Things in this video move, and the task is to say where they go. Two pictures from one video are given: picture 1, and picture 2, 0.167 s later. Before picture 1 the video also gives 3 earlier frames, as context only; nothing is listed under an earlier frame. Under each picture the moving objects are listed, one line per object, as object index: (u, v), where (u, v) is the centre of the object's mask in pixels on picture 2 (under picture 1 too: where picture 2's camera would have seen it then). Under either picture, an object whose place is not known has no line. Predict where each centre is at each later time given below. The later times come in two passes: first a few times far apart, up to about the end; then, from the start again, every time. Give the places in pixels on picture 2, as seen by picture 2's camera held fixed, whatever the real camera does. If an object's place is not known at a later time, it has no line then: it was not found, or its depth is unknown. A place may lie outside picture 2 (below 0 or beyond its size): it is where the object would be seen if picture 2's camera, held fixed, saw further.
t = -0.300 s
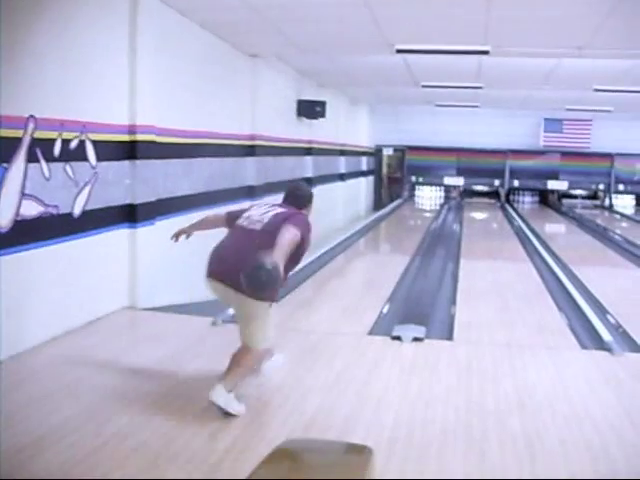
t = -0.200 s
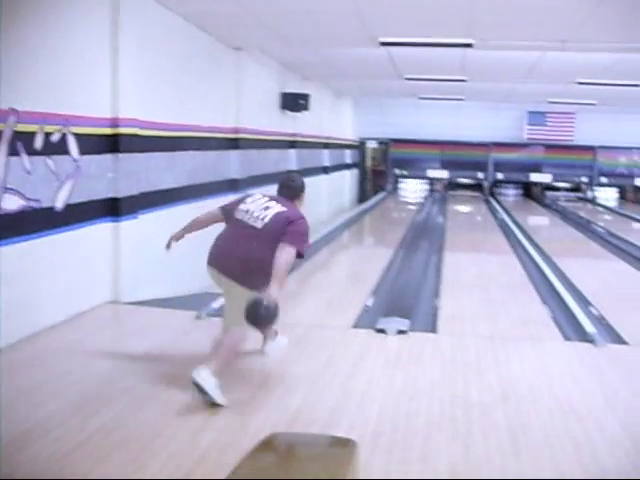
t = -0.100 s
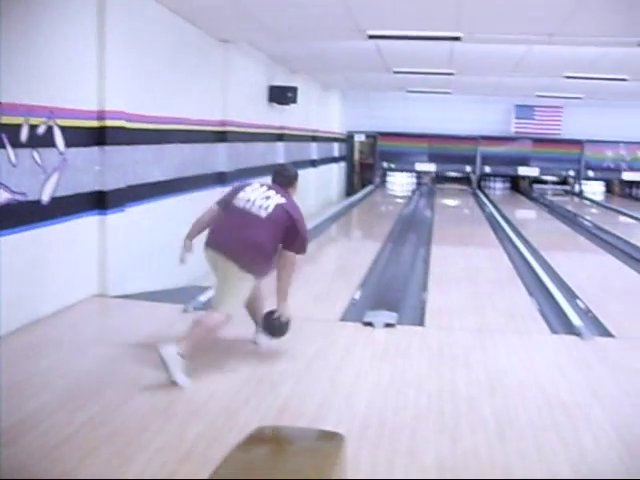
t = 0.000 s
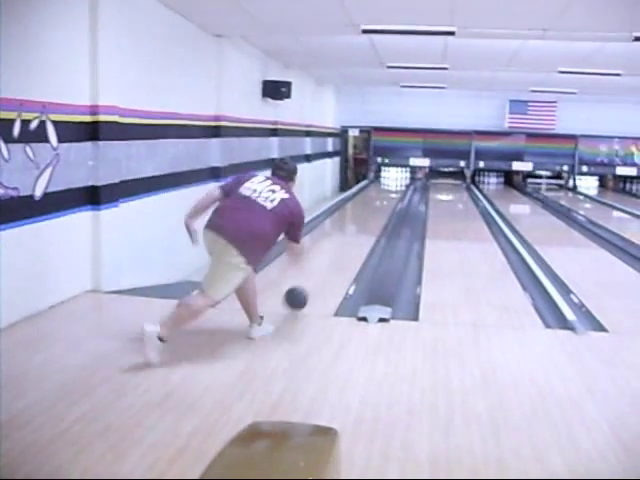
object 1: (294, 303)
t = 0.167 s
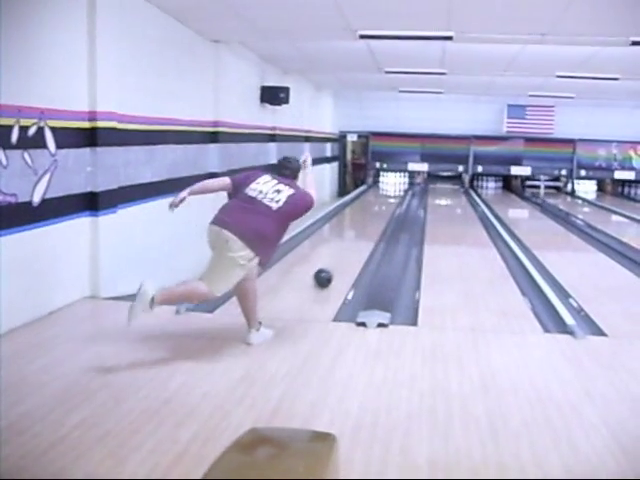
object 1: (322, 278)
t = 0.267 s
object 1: (335, 263)
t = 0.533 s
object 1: (356, 236)
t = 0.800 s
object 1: (368, 220)
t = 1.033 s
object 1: (375, 209)
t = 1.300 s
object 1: (381, 200)
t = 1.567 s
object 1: (384, 194)
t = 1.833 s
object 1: (388, 189)
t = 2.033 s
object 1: (388, 187)
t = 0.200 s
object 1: (327, 273)
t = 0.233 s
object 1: (331, 268)
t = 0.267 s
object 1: (335, 263)
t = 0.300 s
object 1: (338, 259)
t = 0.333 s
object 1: (341, 255)
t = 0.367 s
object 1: (344, 251)
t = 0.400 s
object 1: (347, 248)
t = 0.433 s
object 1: (349, 245)
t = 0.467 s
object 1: (351, 241)
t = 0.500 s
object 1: (354, 239)
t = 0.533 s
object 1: (356, 236)
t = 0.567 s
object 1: (358, 234)
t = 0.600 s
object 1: (359, 232)
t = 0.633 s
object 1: (361, 230)
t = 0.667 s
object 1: (363, 227)
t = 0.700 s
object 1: (364, 225)
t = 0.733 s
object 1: (365, 223)
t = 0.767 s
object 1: (367, 221)
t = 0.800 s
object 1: (368, 220)
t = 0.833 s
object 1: (369, 218)
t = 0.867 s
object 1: (371, 216)
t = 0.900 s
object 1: (372, 215)
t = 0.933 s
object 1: (373, 213)
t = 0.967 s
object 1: (373, 212)
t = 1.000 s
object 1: (374, 210)
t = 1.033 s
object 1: (375, 209)
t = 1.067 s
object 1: (376, 207)
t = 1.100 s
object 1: (377, 206)
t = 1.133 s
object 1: (378, 205)
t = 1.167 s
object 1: (378, 204)
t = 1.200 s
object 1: (379, 203)
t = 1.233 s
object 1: (379, 202)
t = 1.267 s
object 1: (380, 201)
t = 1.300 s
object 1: (381, 200)
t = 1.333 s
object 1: (381, 200)
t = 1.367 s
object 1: (381, 199)
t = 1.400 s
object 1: (382, 198)
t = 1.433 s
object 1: (383, 197)
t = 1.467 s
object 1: (383, 196)
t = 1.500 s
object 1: (384, 195)
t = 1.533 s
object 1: (384, 194)
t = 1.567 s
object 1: (384, 194)
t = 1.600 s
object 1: (385, 193)
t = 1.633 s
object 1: (385, 193)
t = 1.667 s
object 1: (386, 192)
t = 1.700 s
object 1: (386, 191)
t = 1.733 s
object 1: (387, 190)
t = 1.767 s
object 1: (387, 189)
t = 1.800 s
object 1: (387, 190)
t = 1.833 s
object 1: (388, 189)
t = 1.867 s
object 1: (388, 188)
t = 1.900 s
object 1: (388, 188)
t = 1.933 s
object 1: (388, 187)
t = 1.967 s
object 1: (388, 187)
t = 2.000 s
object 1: (388, 187)
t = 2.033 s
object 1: (388, 187)
